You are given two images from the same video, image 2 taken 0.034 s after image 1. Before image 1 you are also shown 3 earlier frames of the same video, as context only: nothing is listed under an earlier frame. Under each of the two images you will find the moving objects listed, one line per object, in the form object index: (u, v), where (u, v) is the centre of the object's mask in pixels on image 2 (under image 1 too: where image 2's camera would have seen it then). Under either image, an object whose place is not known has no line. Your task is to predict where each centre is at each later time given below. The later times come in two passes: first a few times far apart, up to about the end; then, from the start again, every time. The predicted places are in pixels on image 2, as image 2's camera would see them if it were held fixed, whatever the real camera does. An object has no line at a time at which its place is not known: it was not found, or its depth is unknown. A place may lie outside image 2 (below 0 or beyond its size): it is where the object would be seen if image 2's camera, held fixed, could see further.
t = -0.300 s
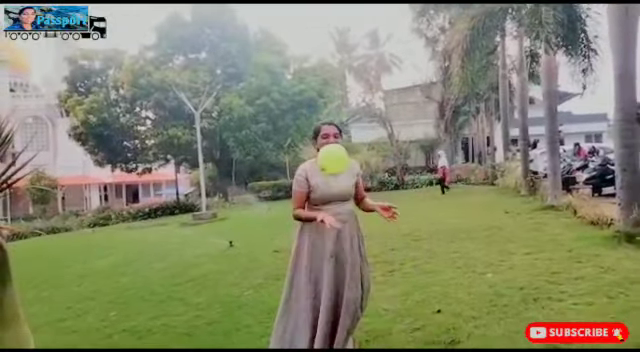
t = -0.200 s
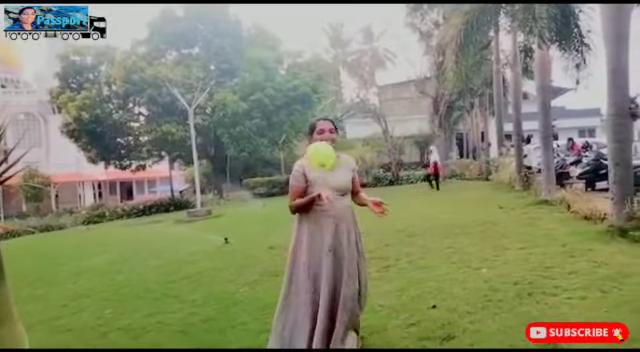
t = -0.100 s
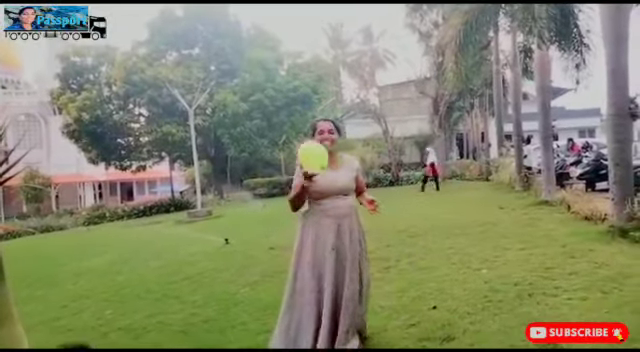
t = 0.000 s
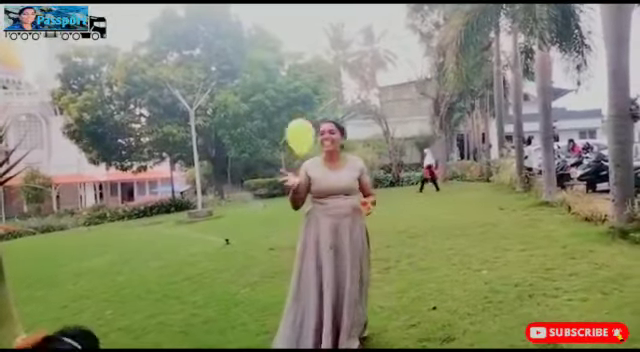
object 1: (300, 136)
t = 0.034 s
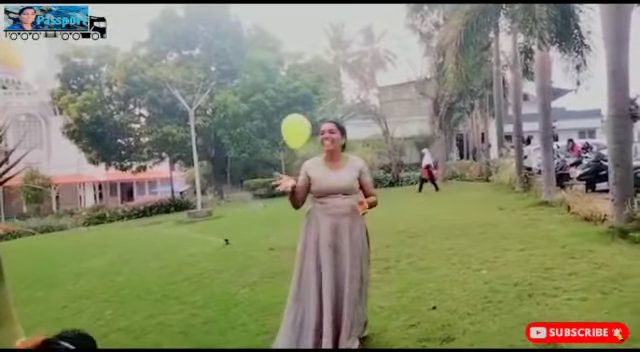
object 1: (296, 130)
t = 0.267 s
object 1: (271, 112)
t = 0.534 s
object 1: (249, 125)
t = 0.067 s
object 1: (291, 125)
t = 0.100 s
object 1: (288, 122)
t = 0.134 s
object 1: (284, 119)
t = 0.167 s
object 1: (281, 116)
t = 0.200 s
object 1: (277, 114)
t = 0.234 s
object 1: (274, 113)
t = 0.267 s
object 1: (271, 112)
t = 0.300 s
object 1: (268, 112)
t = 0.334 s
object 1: (265, 113)
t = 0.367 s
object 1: (262, 114)
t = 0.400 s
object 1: (259, 115)
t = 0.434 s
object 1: (257, 117)
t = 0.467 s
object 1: (254, 119)
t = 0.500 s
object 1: (251, 122)
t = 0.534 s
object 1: (249, 125)
